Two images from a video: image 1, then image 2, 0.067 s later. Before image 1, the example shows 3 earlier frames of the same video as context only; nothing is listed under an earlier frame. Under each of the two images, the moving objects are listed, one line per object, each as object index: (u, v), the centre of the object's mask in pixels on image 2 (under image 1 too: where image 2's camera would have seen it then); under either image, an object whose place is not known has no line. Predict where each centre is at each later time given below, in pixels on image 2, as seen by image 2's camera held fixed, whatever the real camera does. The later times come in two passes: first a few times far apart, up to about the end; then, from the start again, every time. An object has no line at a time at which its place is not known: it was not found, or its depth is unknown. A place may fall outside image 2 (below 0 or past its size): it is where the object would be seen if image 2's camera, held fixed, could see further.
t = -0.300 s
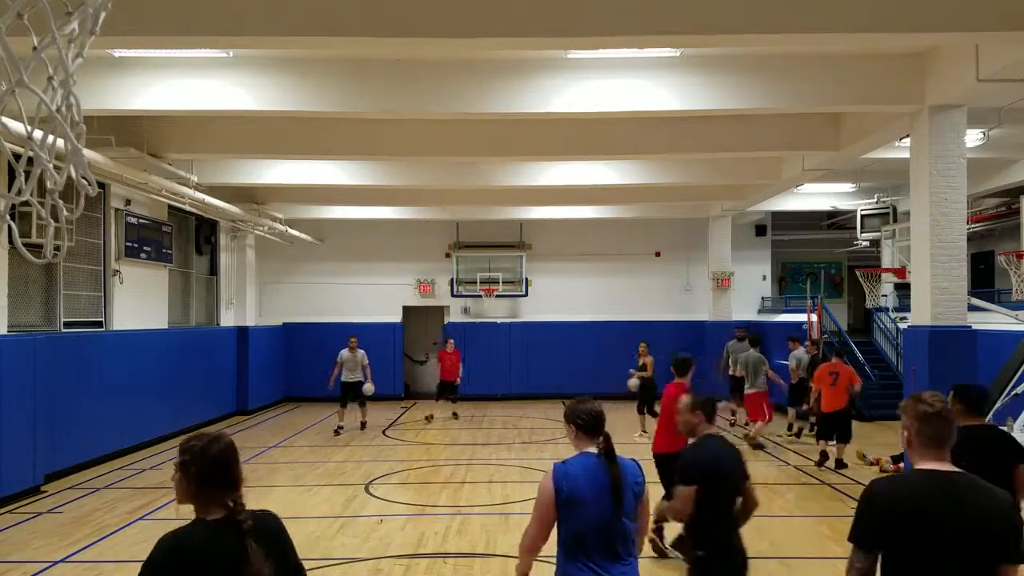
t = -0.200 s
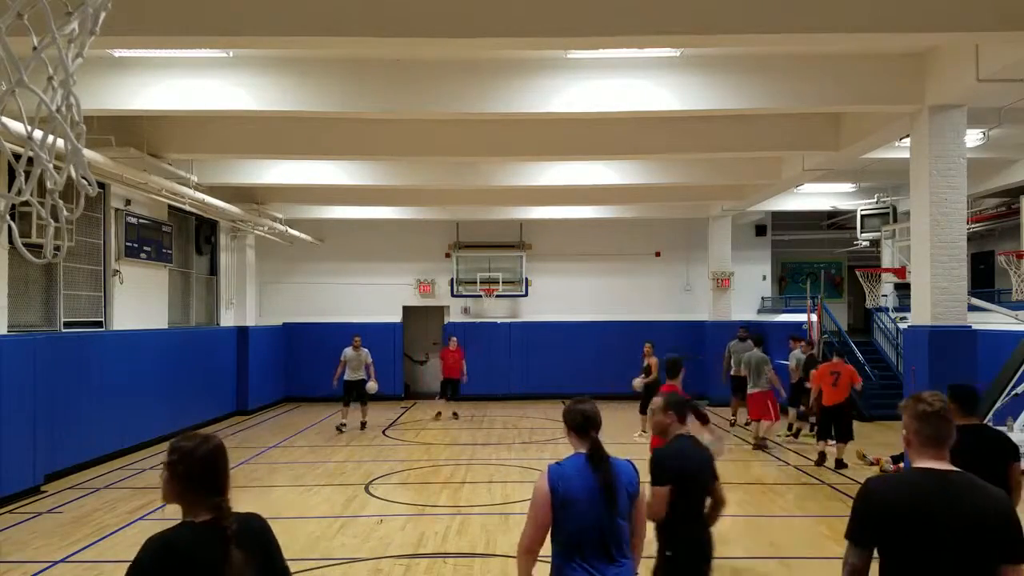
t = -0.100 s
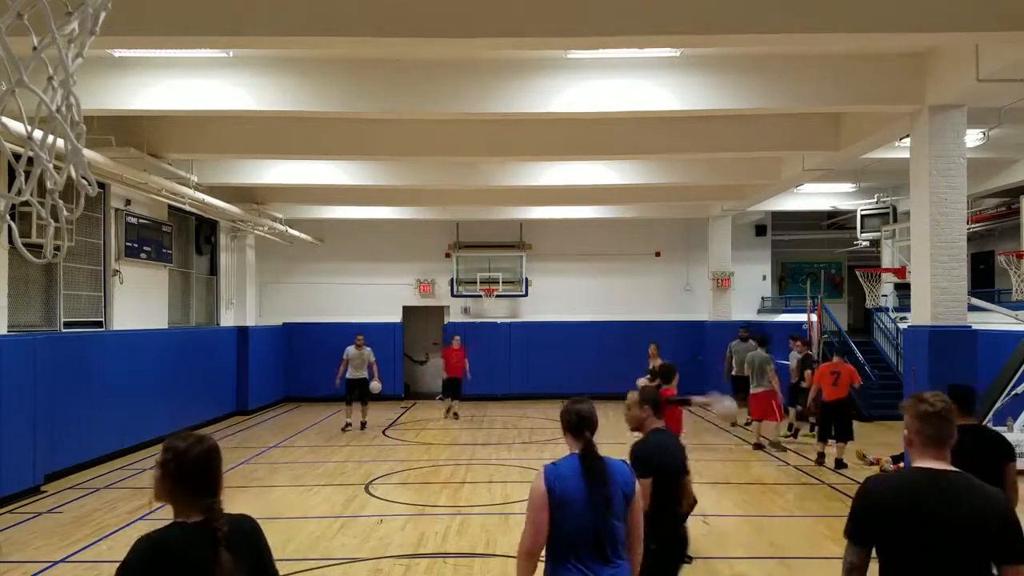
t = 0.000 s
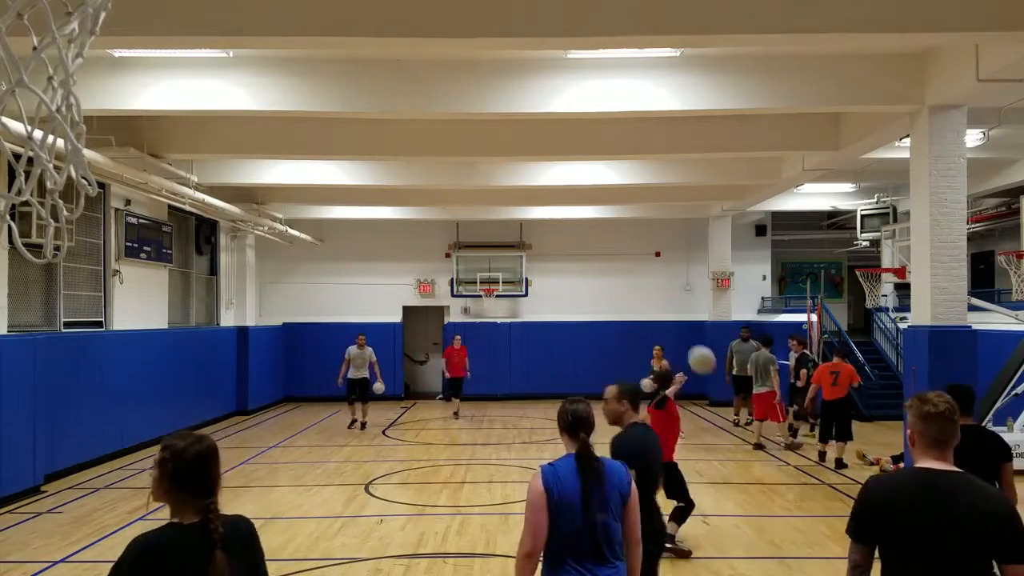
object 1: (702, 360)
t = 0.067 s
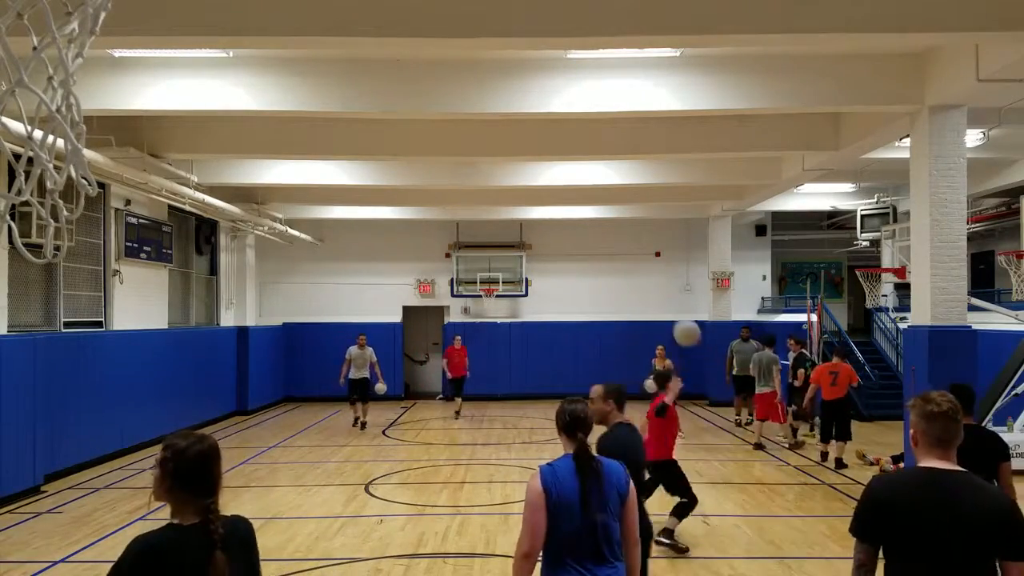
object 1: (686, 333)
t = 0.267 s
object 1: (645, 282)
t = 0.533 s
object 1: (593, 281)
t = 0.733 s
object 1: (556, 330)
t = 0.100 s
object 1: (679, 324)
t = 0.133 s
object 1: (673, 312)
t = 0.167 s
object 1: (666, 303)
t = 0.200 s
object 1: (659, 295)
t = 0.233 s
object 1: (652, 287)
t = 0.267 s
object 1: (645, 282)
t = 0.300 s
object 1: (638, 278)
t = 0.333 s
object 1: (631, 274)
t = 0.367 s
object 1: (625, 273)
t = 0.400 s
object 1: (618, 272)
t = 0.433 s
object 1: (612, 273)
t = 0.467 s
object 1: (605, 275)
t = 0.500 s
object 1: (599, 277)
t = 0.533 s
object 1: (593, 281)
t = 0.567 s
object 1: (586, 286)
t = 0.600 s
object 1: (580, 293)
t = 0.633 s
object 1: (574, 301)
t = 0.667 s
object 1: (568, 309)
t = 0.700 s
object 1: (561, 320)
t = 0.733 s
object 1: (556, 330)
